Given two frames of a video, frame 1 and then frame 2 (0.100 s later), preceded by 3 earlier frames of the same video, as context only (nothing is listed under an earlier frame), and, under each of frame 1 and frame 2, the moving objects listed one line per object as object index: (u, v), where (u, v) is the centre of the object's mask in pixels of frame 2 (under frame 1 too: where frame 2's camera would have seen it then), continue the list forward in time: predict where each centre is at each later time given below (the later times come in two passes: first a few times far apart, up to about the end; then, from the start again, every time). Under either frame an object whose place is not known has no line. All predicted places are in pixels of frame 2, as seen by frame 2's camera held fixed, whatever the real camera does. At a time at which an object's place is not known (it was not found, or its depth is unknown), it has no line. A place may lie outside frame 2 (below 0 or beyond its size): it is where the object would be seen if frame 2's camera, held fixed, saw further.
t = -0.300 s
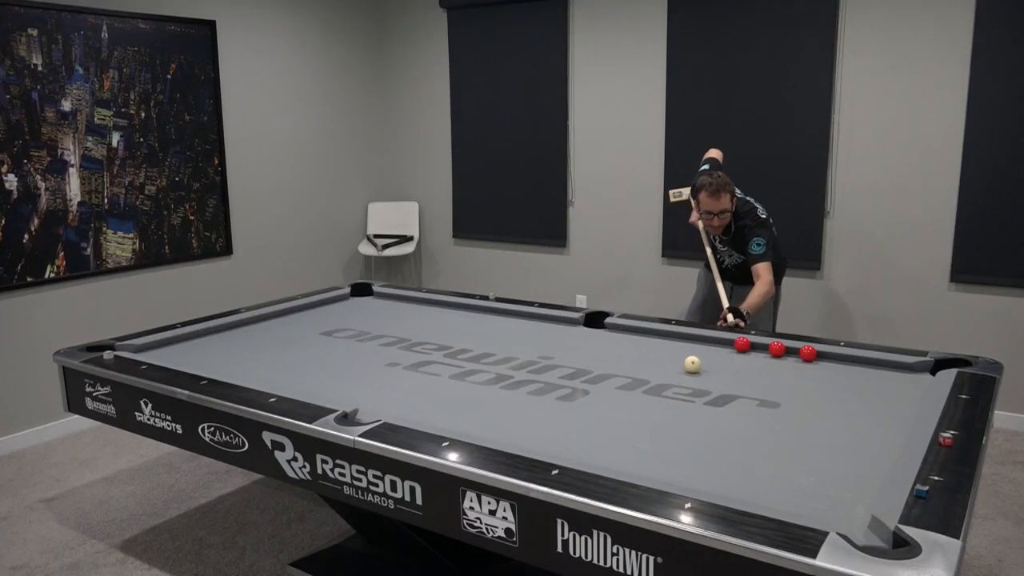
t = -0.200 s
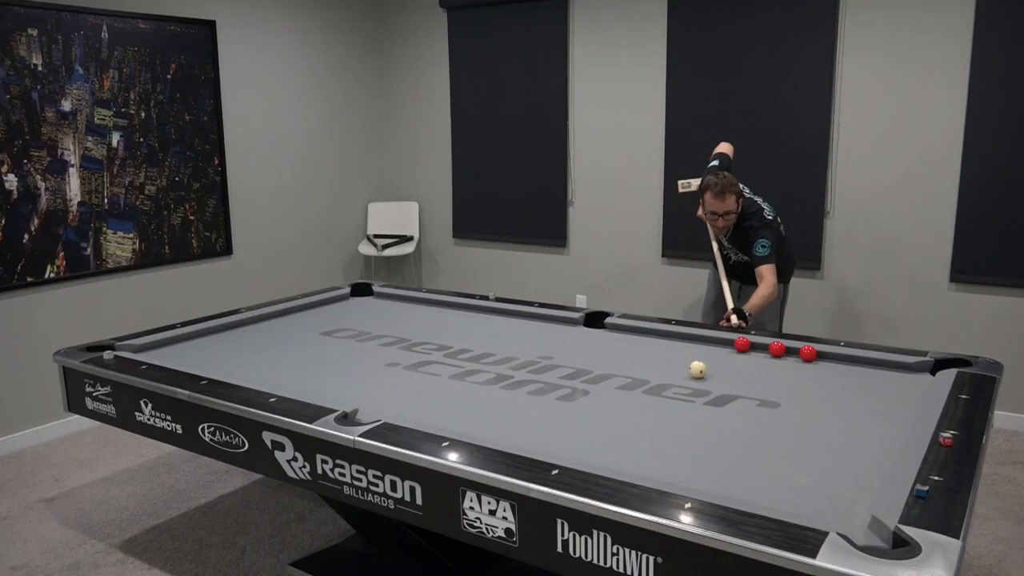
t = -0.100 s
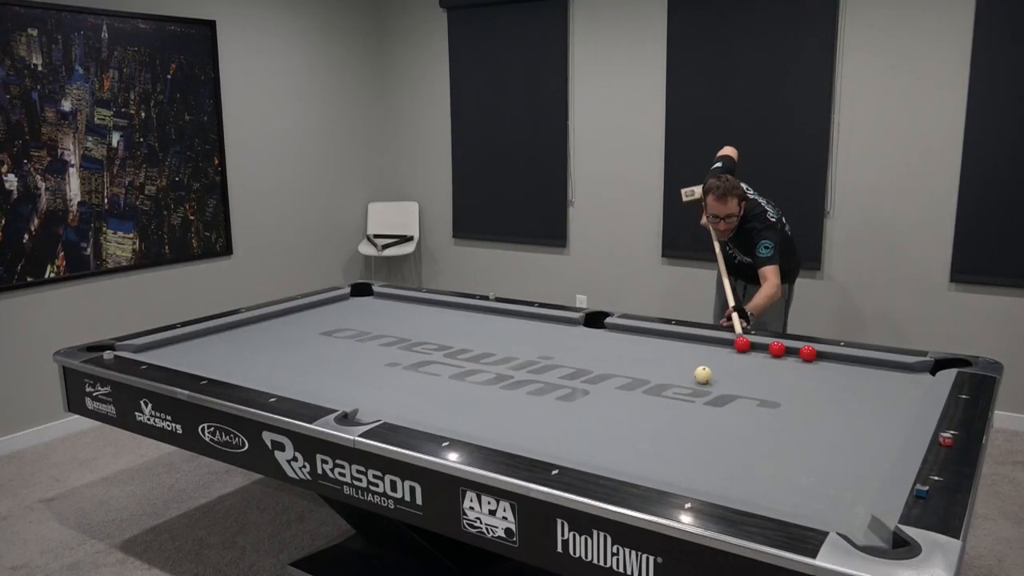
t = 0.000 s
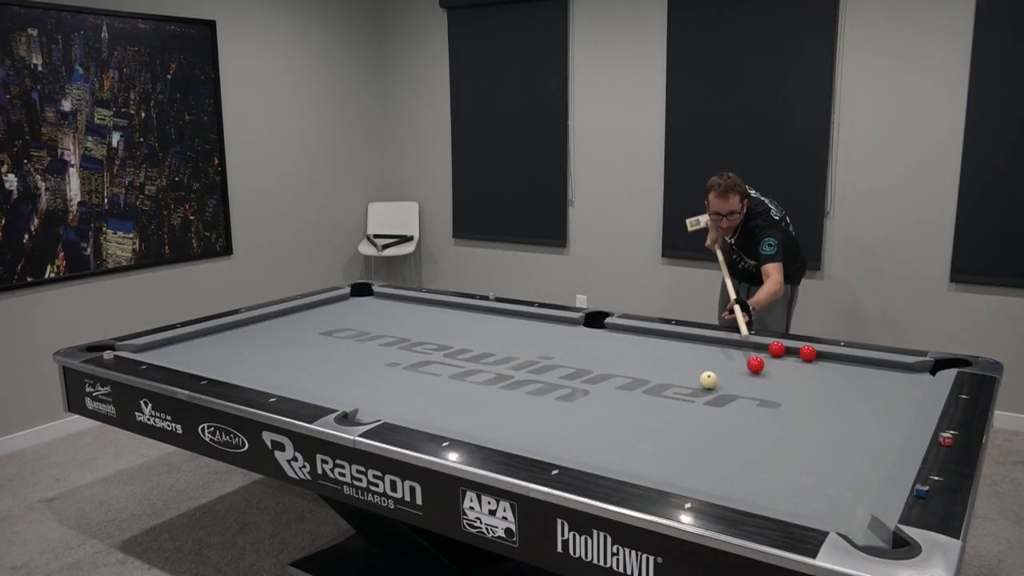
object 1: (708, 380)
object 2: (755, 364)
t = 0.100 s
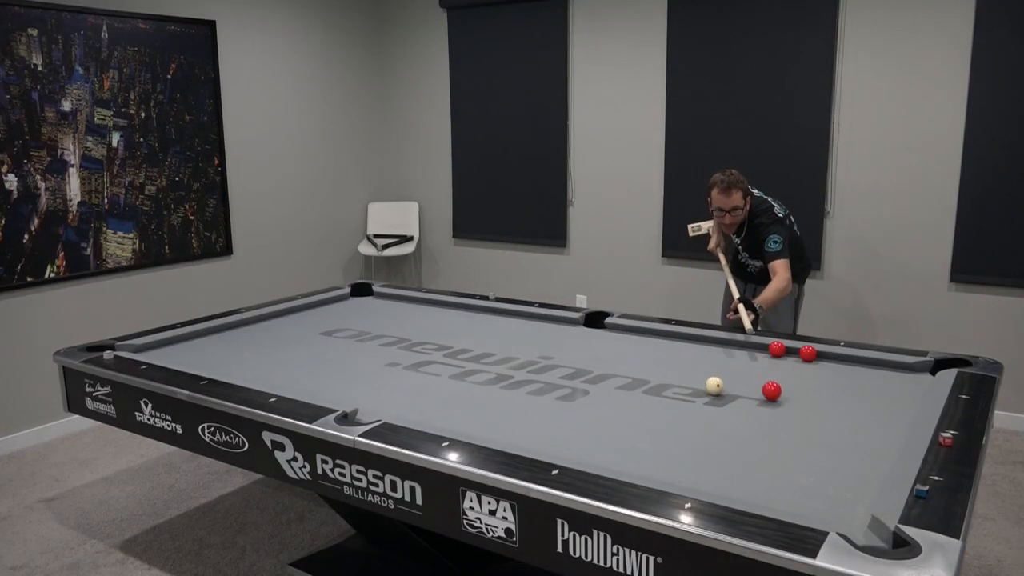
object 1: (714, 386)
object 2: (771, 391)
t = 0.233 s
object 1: (722, 394)
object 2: (797, 434)
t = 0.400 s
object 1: (732, 404)
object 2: (843, 509)
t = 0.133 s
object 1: (716, 388)
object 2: (777, 401)
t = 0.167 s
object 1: (718, 390)
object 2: (783, 411)
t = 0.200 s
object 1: (720, 392)
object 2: (790, 422)
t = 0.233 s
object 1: (722, 394)
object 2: (797, 434)
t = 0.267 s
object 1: (724, 396)
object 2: (805, 447)
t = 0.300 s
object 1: (726, 398)
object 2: (813, 460)
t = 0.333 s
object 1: (728, 400)
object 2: (822, 475)
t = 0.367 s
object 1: (730, 402)
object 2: (832, 491)
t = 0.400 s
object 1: (732, 404)
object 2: (843, 509)
